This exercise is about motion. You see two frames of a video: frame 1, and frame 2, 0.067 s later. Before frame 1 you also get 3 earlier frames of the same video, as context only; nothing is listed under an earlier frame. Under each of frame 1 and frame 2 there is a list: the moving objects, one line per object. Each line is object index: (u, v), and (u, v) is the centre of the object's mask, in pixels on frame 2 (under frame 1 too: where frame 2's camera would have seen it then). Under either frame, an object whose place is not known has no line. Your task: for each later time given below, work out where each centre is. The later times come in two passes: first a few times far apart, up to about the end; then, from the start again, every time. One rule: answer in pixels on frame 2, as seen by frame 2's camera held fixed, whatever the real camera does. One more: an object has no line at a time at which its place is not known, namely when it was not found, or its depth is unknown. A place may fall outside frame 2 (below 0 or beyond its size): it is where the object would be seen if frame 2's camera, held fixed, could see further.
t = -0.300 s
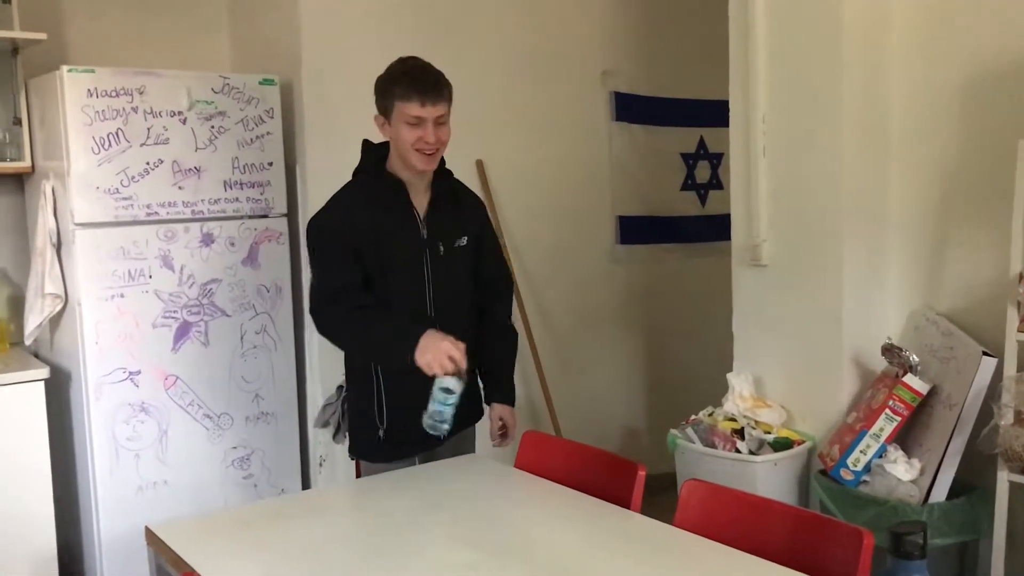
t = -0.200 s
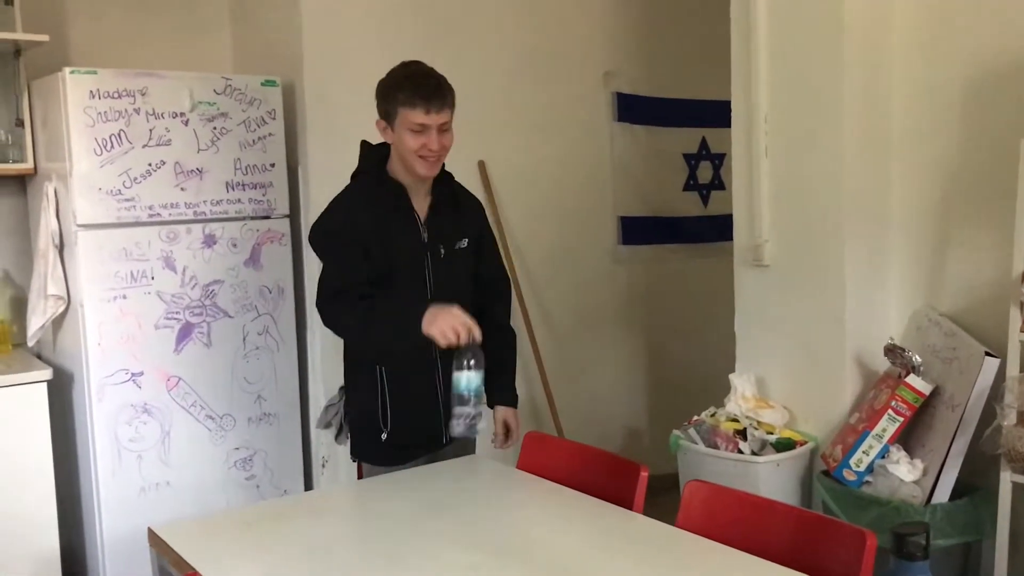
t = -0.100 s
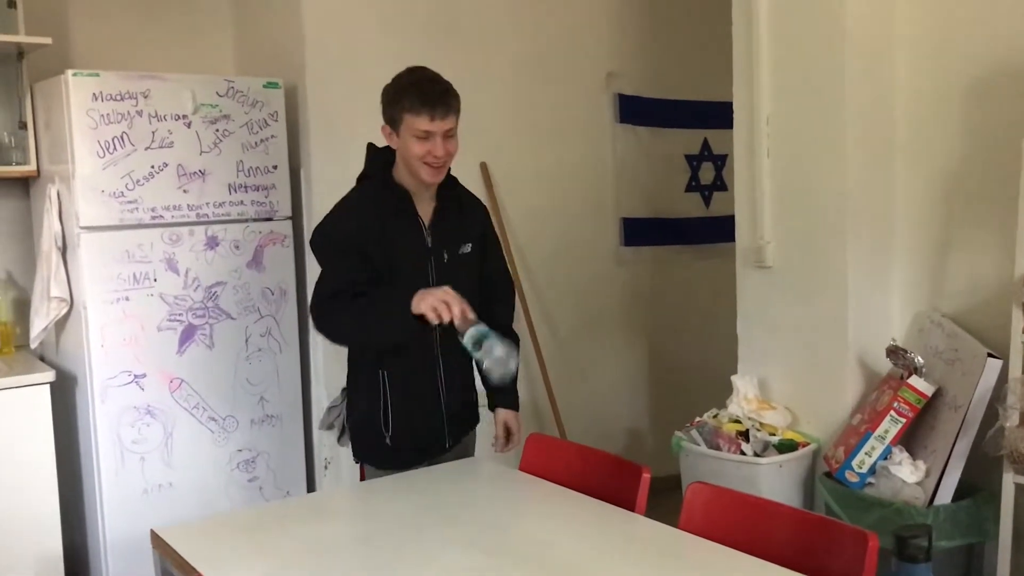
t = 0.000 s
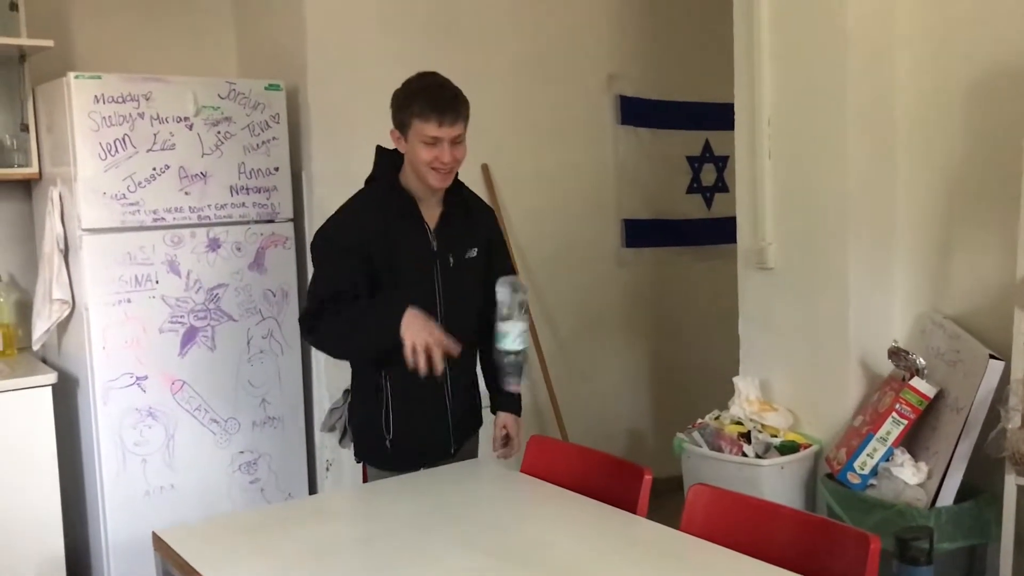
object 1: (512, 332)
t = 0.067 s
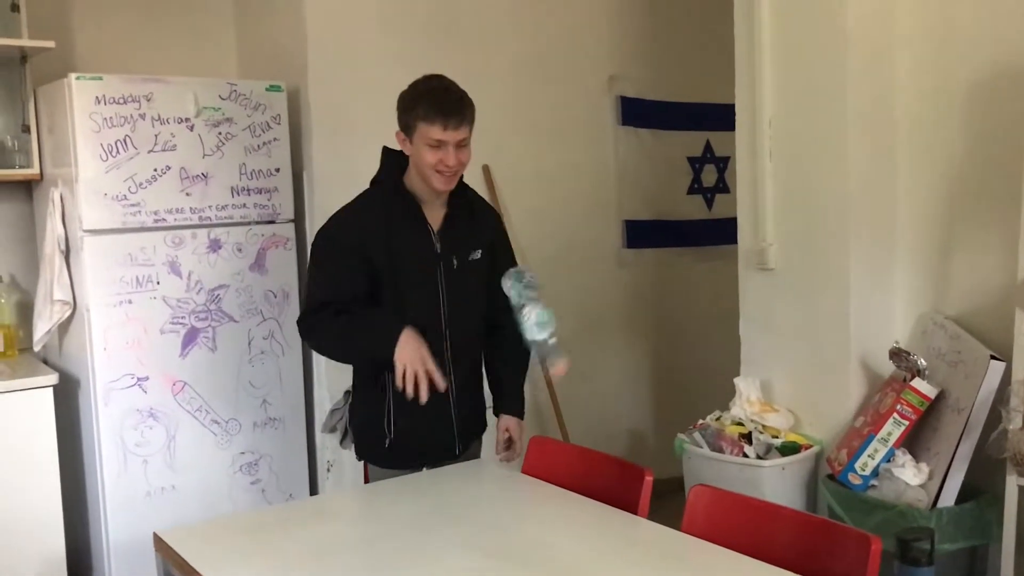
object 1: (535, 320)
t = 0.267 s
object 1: (562, 384)
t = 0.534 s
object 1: (611, 527)
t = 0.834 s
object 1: (640, 538)
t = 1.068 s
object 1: (657, 536)
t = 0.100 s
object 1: (543, 310)
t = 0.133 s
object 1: (548, 307)
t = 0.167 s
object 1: (552, 311)
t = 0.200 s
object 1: (555, 323)
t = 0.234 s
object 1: (557, 347)
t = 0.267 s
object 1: (562, 384)
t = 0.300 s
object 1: (574, 439)
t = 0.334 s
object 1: (580, 483)
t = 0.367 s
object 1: (586, 535)
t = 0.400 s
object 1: (596, 534)
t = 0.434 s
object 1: (599, 527)
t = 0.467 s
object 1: (604, 525)
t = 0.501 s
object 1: (607, 526)
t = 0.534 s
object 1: (611, 527)
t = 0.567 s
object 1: (615, 531)
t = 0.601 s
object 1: (617, 539)
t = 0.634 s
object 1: (619, 539)
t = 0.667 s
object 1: (622, 539)
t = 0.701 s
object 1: (626, 539)
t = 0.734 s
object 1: (630, 539)
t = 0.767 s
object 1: (635, 538)
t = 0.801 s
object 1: (638, 538)
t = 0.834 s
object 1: (640, 538)
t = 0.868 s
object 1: (642, 538)
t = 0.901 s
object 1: (644, 537)
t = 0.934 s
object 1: (647, 537)
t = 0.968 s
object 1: (649, 536)
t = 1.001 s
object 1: (652, 536)
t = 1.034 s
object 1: (654, 536)
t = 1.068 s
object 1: (657, 536)
